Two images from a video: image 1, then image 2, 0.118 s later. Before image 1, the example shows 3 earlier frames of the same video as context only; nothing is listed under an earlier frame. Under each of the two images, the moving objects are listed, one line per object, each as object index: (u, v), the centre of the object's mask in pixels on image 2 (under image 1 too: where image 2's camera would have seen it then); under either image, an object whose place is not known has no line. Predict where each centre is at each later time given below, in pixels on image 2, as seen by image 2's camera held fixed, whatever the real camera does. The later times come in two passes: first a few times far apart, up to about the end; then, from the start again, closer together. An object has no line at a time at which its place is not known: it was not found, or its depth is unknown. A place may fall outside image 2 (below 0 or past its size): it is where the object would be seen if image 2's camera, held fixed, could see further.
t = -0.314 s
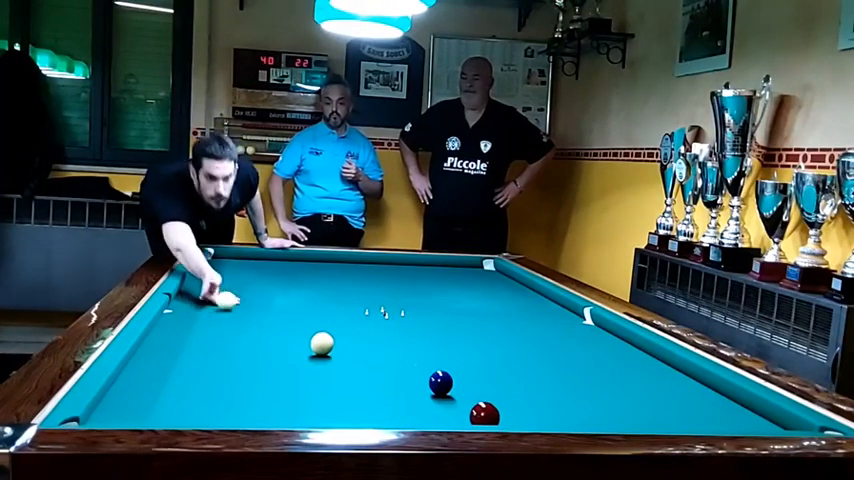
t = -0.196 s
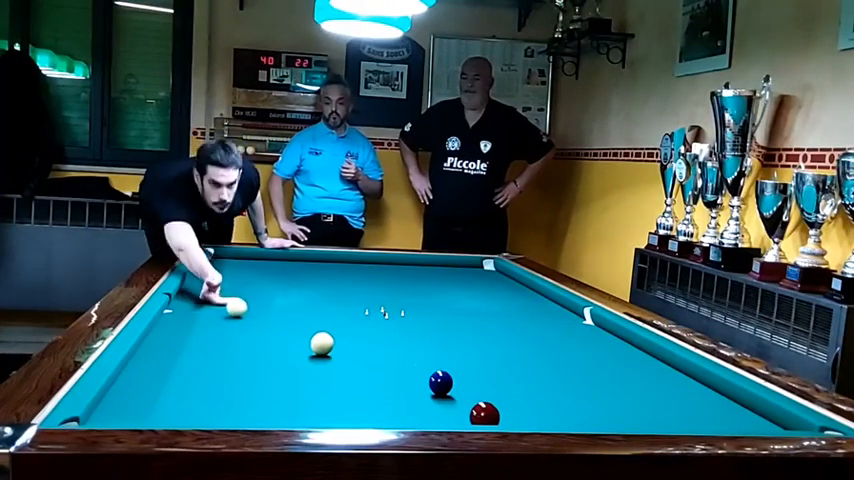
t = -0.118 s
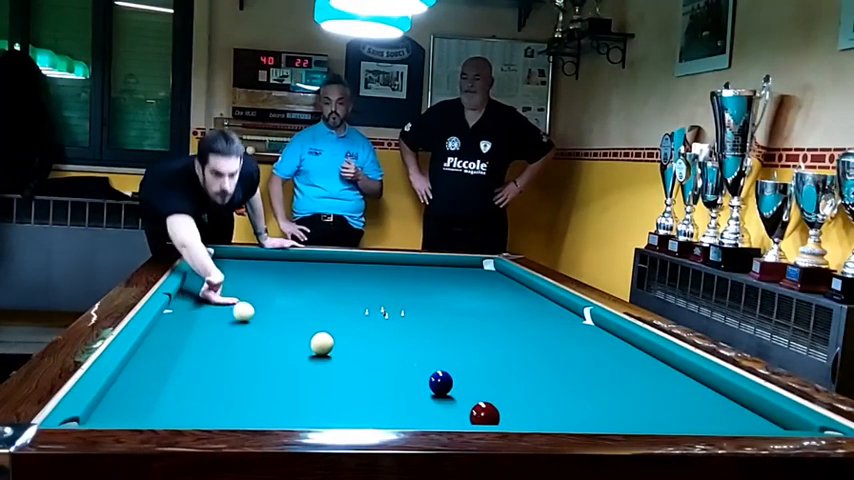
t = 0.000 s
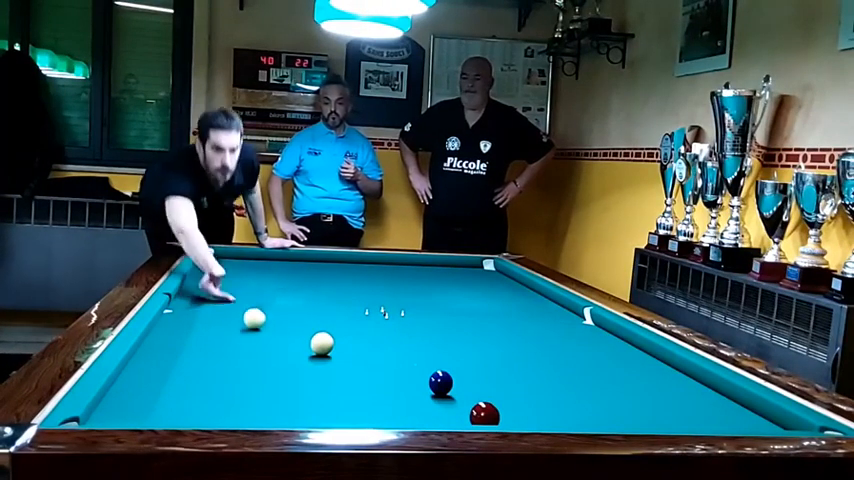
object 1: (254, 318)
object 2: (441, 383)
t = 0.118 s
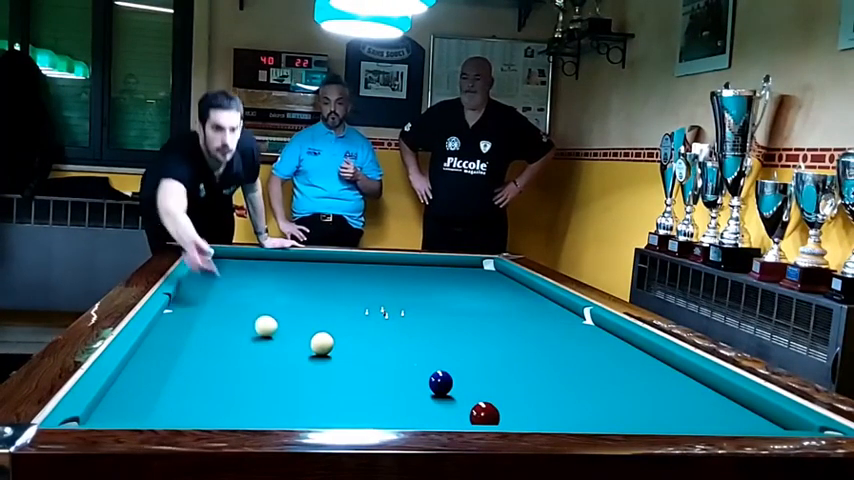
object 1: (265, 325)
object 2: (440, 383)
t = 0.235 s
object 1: (278, 333)
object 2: (440, 383)
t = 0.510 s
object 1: (311, 355)
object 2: (440, 383)
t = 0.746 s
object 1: (345, 377)
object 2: (440, 382)
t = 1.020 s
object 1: (393, 408)
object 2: (440, 382)
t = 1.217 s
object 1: (429, 418)
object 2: (440, 383)
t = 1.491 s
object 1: (439, 404)
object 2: (440, 380)
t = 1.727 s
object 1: (447, 388)
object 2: (435, 378)
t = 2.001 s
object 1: (464, 382)
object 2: (429, 370)
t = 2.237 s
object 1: (478, 378)
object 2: (422, 361)
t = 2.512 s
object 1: (492, 373)
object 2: (415, 352)
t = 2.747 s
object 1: (503, 369)
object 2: (410, 345)
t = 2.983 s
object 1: (514, 366)
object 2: (404, 339)
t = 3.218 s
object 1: (523, 362)
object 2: (400, 333)
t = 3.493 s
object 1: (533, 359)
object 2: (396, 327)
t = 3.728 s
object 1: (541, 357)
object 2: (392, 323)
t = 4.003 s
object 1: (549, 354)
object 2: (389, 318)
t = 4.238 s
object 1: (555, 352)
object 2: (386, 314)
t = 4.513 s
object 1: (562, 349)
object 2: (383, 311)
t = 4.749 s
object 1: (567, 348)
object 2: (381, 308)
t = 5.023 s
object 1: (572, 347)
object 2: (379, 305)
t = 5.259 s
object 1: (575, 345)
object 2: (377, 302)
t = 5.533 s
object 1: (579, 343)
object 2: (374, 300)
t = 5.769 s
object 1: (582, 342)
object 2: (372, 298)
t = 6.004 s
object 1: (583, 342)
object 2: (371, 296)
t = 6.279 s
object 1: (585, 341)
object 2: (369, 294)
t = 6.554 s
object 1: (587, 340)
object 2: (367, 293)
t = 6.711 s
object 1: (587, 340)
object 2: (366, 292)
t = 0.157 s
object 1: (270, 328)
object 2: (440, 383)
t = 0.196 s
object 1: (274, 331)
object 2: (441, 383)
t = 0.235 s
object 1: (278, 333)
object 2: (440, 383)
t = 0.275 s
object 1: (282, 336)
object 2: (440, 383)
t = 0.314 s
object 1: (287, 339)
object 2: (440, 383)
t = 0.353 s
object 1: (291, 342)
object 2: (440, 383)
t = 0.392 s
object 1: (296, 345)
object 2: (440, 382)
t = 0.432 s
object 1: (300, 348)
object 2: (440, 382)
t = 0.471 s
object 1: (305, 352)
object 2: (440, 383)
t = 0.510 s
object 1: (311, 355)
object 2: (440, 383)
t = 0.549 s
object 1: (316, 358)
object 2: (440, 383)
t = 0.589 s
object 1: (322, 362)
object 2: (440, 383)
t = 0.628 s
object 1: (327, 366)
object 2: (440, 382)
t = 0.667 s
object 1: (333, 370)
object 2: (440, 383)
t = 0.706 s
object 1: (339, 374)
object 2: (440, 382)
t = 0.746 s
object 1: (345, 377)
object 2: (440, 382)
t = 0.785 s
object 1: (351, 382)
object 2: (440, 382)
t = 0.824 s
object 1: (357, 386)
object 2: (440, 383)
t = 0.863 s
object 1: (364, 390)
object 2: (440, 383)
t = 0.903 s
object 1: (371, 395)
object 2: (440, 383)
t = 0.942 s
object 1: (378, 399)
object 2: (440, 383)
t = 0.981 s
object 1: (386, 404)
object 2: (440, 383)
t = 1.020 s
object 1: (393, 408)
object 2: (440, 382)
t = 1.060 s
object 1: (401, 411)
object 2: (440, 383)
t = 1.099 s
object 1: (409, 414)
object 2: (440, 383)
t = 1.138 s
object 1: (418, 417)
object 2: (440, 383)
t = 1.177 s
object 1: (426, 420)
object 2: (440, 383)
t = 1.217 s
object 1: (429, 418)
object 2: (440, 383)
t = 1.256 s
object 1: (430, 416)
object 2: (440, 383)
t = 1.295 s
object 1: (431, 415)
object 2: (440, 383)
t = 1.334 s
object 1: (433, 413)
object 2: (440, 382)
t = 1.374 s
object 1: (434, 411)
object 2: (440, 383)
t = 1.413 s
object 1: (436, 409)
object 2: (440, 382)
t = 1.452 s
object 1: (437, 407)
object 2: (440, 381)
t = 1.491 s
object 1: (439, 404)
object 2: (440, 380)
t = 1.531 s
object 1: (440, 401)
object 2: (440, 379)
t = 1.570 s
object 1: (441, 398)
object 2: (439, 378)
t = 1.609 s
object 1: (443, 396)
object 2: (439, 377)
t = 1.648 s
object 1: (444, 393)
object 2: (438, 377)
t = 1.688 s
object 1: (445, 390)
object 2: (436, 377)
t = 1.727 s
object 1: (447, 388)
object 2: (435, 378)
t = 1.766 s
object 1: (449, 387)
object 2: (434, 378)
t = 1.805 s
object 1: (452, 386)
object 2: (434, 377)
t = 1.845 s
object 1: (455, 385)
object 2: (434, 377)
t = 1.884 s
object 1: (457, 385)
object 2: (433, 375)
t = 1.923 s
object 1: (460, 384)
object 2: (432, 373)
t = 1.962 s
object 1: (462, 383)
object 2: (431, 371)
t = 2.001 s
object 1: (464, 382)
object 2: (429, 370)
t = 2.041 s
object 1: (467, 381)
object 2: (428, 368)
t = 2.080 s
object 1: (469, 380)
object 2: (427, 367)
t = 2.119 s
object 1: (471, 380)
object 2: (425, 365)
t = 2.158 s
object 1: (474, 379)
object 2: (424, 364)
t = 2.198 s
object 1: (476, 378)
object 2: (423, 363)
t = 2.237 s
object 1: (478, 378)
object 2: (422, 361)
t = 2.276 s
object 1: (480, 377)
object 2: (421, 360)
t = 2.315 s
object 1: (482, 376)
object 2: (420, 358)
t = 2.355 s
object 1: (484, 376)
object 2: (419, 357)
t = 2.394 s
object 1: (485, 375)
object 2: (418, 356)
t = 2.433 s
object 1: (487, 375)
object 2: (417, 355)
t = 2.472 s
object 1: (490, 374)
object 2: (415, 353)
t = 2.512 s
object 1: (492, 373)
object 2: (415, 352)
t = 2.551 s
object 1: (494, 372)
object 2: (414, 351)
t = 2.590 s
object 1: (495, 372)
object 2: (413, 350)
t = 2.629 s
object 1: (497, 371)
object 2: (412, 349)
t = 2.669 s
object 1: (500, 370)
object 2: (411, 347)
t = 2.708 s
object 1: (501, 370)
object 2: (410, 346)
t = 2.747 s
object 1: (503, 369)
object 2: (410, 345)
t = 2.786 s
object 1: (504, 369)
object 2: (409, 345)
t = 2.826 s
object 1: (506, 368)
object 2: (408, 344)
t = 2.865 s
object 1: (507, 368)
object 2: (408, 343)
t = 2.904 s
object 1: (510, 367)
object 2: (406, 341)
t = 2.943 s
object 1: (512, 366)
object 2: (405, 340)
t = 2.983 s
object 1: (514, 366)
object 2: (404, 339)
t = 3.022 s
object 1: (515, 365)
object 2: (404, 338)
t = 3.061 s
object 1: (517, 365)
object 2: (403, 337)
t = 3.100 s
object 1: (518, 364)
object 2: (402, 336)
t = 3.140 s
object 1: (520, 364)
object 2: (402, 335)
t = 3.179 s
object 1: (522, 363)
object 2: (401, 334)
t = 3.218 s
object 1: (523, 362)
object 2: (400, 333)
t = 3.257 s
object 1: (525, 362)
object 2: (399, 332)
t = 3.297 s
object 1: (526, 361)
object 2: (399, 331)
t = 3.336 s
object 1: (528, 361)
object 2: (398, 330)
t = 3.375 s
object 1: (529, 360)
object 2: (398, 330)
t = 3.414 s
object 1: (530, 360)
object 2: (397, 329)
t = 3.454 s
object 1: (532, 360)
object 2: (396, 328)
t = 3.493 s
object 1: (533, 359)
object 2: (396, 327)
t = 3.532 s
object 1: (535, 359)
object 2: (395, 326)
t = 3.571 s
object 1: (536, 358)
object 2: (394, 325)
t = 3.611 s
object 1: (537, 358)
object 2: (394, 325)
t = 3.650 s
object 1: (538, 357)
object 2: (393, 324)
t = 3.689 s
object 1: (540, 357)
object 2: (393, 324)
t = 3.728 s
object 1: (541, 357)
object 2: (392, 323)
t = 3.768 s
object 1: (542, 356)
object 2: (392, 322)
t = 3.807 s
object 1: (544, 355)
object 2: (391, 321)
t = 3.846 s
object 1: (545, 355)
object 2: (391, 321)
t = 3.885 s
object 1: (546, 355)
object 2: (390, 320)
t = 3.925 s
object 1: (547, 355)
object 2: (390, 320)
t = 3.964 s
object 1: (548, 354)
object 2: (390, 319)
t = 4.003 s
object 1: (549, 354)
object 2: (389, 318)
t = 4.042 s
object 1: (550, 354)
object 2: (388, 317)
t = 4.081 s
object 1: (551, 353)
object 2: (388, 317)
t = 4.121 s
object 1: (552, 353)
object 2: (388, 316)
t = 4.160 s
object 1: (553, 353)
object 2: (387, 316)
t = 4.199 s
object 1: (554, 352)
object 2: (387, 315)
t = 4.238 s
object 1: (555, 352)
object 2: (386, 314)
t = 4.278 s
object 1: (556, 351)
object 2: (386, 314)
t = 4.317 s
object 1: (557, 351)
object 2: (386, 313)
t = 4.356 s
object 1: (558, 351)
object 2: (385, 313)
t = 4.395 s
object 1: (559, 350)
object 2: (385, 312)
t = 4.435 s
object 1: (560, 350)
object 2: (385, 312)
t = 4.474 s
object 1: (561, 350)
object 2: (384, 311)
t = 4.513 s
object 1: (562, 349)
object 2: (383, 311)
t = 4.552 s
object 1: (562, 349)
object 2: (383, 310)
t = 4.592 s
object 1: (563, 349)
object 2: (383, 310)
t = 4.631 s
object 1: (564, 349)
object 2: (383, 309)
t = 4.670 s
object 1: (565, 348)
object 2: (382, 309)
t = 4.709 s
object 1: (566, 348)
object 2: (381, 308)
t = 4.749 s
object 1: (567, 348)
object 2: (381, 308)
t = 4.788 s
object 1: (568, 348)
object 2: (381, 307)
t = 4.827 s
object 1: (568, 348)
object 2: (381, 307)
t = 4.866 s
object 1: (569, 347)
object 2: (380, 307)
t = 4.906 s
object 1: (570, 347)
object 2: (379, 306)
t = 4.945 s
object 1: (570, 347)
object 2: (379, 305)
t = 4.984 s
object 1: (571, 347)
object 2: (379, 305)
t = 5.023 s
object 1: (572, 347)
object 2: (379, 305)
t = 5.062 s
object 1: (572, 346)
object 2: (379, 305)
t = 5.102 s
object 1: (573, 346)
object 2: (378, 304)
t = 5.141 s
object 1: (574, 346)
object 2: (378, 304)
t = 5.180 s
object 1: (574, 346)
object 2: (377, 303)
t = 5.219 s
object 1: (575, 345)
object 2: (377, 303)
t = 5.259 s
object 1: (575, 345)
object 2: (377, 302)
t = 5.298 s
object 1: (576, 345)
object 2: (376, 302)
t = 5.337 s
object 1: (576, 345)
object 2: (376, 301)
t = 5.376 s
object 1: (577, 344)
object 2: (376, 301)
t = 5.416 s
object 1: (578, 344)
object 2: (375, 301)
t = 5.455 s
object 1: (578, 344)
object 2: (375, 300)
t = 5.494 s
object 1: (579, 344)
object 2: (375, 300)
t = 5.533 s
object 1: (579, 343)
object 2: (374, 300)
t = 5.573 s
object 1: (579, 343)
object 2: (374, 299)
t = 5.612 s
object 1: (580, 343)
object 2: (374, 299)
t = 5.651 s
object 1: (580, 343)
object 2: (373, 299)
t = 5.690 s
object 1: (581, 343)
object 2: (373, 298)
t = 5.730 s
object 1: (581, 342)
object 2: (373, 298)
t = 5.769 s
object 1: (582, 342)
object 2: (372, 298)
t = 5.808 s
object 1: (582, 342)
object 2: (372, 298)
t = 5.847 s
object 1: (582, 342)
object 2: (372, 297)
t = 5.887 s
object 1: (582, 342)
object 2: (372, 297)
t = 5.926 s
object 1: (583, 342)
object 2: (371, 297)
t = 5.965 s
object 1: (583, 342)
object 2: (371, 297)
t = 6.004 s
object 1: (583, 342)
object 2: (371, 296)
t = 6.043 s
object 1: (584, 342)
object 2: (370, 296)
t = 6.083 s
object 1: (584, 341)
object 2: (370, 296)
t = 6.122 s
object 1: (584, 341)
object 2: (370, 295)
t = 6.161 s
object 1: (585, 341)
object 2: (369, 295)
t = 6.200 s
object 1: (585, 341)
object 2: (369, 295)
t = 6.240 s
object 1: (585, 341)
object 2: (369, 295)
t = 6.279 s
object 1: (585, 341)
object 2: (369, 294)
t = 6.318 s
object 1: (586, 341)
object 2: (369, 294)
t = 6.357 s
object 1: (586, 341)
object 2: (368, 294)
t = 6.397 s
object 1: (586, 340)
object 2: (368, 294)
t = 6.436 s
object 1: (586, 340)
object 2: (368, 293)
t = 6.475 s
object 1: (586, 340)
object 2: (368, 293)
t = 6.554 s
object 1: (587, 340)
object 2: (367, 293)
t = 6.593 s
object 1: (587, 340)
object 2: (367, 293)
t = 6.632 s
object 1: (587, 340)
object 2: (367, 293)
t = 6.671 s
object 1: (587, 340)
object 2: (367, 292)
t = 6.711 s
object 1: (587, 340)
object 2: (366, 292)
